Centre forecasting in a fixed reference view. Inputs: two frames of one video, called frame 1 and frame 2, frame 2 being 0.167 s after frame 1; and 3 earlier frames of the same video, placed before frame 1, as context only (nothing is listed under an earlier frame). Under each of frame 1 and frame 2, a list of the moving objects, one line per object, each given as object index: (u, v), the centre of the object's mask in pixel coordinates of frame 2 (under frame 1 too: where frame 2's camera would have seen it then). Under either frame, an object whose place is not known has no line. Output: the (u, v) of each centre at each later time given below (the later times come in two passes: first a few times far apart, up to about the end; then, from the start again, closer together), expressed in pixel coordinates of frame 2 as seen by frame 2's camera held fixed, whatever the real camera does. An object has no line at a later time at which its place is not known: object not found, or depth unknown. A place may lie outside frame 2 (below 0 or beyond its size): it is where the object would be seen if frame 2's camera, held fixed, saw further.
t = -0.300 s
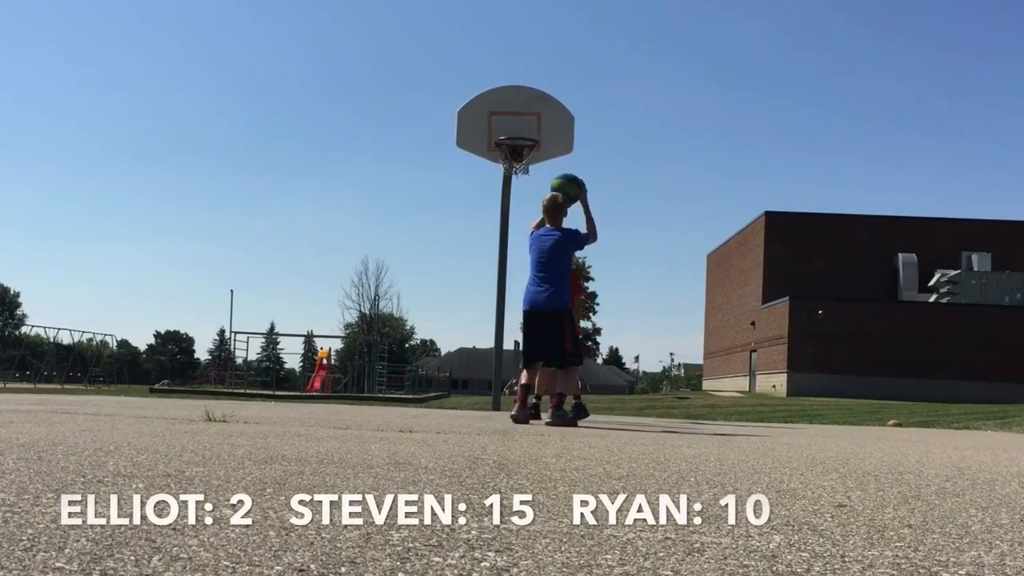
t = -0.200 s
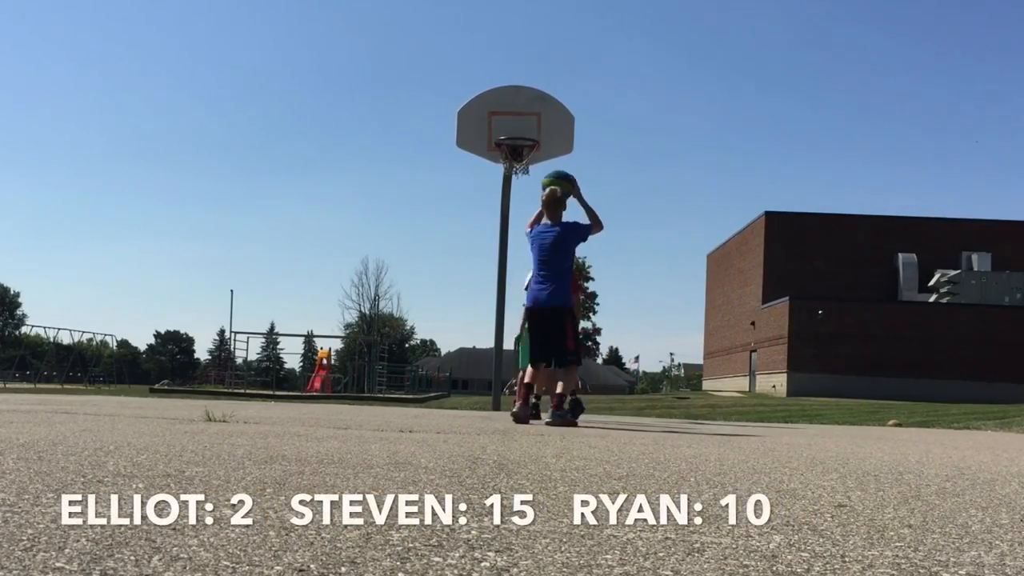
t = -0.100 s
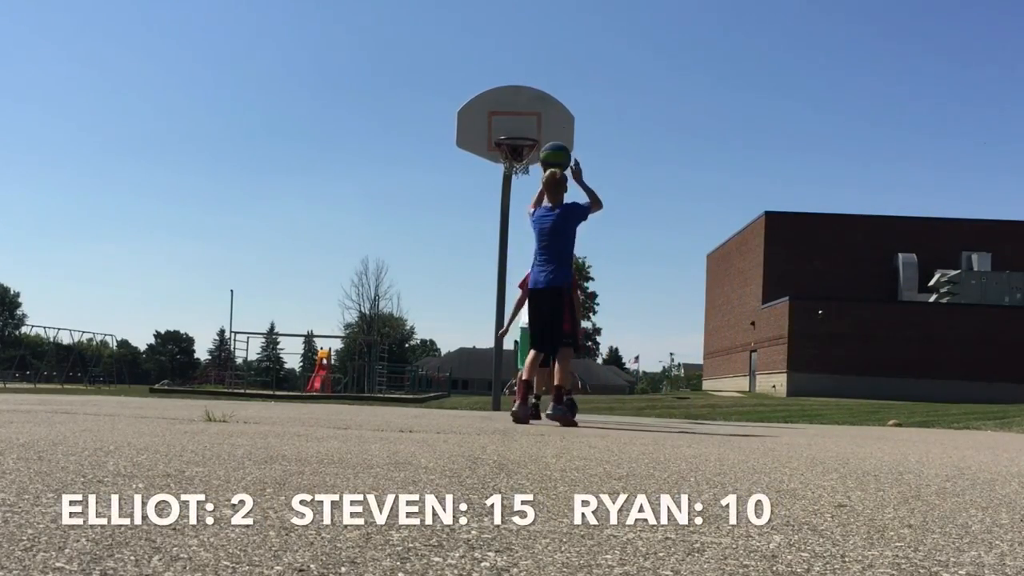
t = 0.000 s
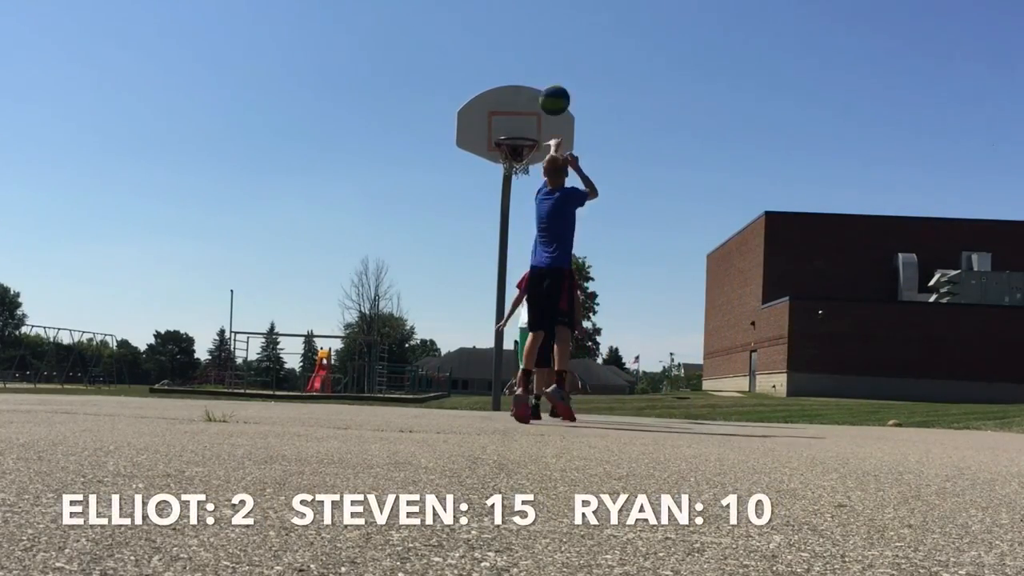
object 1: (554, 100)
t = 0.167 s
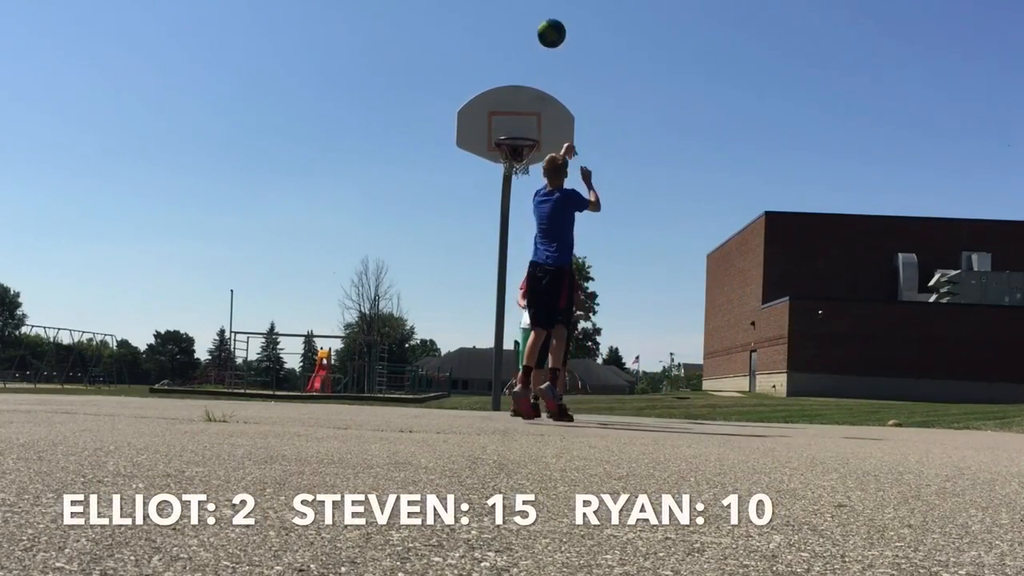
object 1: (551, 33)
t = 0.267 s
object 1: (549, 13)
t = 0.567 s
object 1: (539, 19)
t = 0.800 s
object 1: (530, 79)
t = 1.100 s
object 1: (501, 155)
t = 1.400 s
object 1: (528, 155)
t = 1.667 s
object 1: (519, 163)
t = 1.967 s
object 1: (516, 168)
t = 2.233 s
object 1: (520, 190)
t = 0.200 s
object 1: (550, 25)
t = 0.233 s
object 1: (550, 18)
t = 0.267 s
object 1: (549, 13)
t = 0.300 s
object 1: (548, 10)
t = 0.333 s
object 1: (547, 9)
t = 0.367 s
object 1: (546, 8)
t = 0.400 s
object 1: (545, 8)
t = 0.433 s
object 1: (544, 8)
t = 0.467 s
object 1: (543, 9)
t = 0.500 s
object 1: (542, 11)
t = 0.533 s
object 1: (541, 14)
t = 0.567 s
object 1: (539, 19)
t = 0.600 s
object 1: (538, 25)
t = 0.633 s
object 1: (537, 32)
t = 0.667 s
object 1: (536, 40)
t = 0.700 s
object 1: (534, 48)
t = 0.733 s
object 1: (533, 57)
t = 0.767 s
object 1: (532, 68)
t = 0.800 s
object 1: (530, 79)
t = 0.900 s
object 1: (526, 116)
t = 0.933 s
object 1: (525, 129)
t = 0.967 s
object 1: (524, 143)
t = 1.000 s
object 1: (519, 152)
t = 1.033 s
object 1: (514, 153)
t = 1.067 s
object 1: (502, 159)
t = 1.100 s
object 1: (501, 155)
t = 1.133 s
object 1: (501, 155)
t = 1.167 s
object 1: (504, 156)
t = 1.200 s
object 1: (510, 155)
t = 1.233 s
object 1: (514, 156)
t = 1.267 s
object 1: (518, 156)
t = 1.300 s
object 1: (521, 157)
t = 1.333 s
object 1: (524, 156)
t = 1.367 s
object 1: (526, 156)
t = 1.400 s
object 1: (528, 155)
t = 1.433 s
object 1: (528, 156)
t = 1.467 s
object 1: (529, 155)
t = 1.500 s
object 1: (528, 155)
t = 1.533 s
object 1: (527, 156)
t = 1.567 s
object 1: (525, 158)
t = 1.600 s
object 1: (523, 159)
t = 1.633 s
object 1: (521, 161)
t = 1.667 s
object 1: (519, 163)
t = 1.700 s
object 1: (518, 165)
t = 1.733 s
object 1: (515, 166)
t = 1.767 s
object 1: (514, 165)
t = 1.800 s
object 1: (514, 165)
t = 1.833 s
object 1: (513, 166)
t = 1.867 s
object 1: (513, 166)
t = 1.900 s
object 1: (514, 167)
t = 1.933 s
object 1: (515, 167)
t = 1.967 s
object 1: (516, 168)
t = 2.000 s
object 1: (517, 169)
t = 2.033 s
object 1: (518, 170)
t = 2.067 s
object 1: (518, 171)
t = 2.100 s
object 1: (518, 173)
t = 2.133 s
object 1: (519, 175)
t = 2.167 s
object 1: (520, 180)
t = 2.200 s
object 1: (520, 185)
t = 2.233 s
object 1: (520, 190)
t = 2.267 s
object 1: (520, 197)
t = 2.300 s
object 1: (520, 204)
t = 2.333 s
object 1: (520, 213)
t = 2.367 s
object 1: (521, 222)
